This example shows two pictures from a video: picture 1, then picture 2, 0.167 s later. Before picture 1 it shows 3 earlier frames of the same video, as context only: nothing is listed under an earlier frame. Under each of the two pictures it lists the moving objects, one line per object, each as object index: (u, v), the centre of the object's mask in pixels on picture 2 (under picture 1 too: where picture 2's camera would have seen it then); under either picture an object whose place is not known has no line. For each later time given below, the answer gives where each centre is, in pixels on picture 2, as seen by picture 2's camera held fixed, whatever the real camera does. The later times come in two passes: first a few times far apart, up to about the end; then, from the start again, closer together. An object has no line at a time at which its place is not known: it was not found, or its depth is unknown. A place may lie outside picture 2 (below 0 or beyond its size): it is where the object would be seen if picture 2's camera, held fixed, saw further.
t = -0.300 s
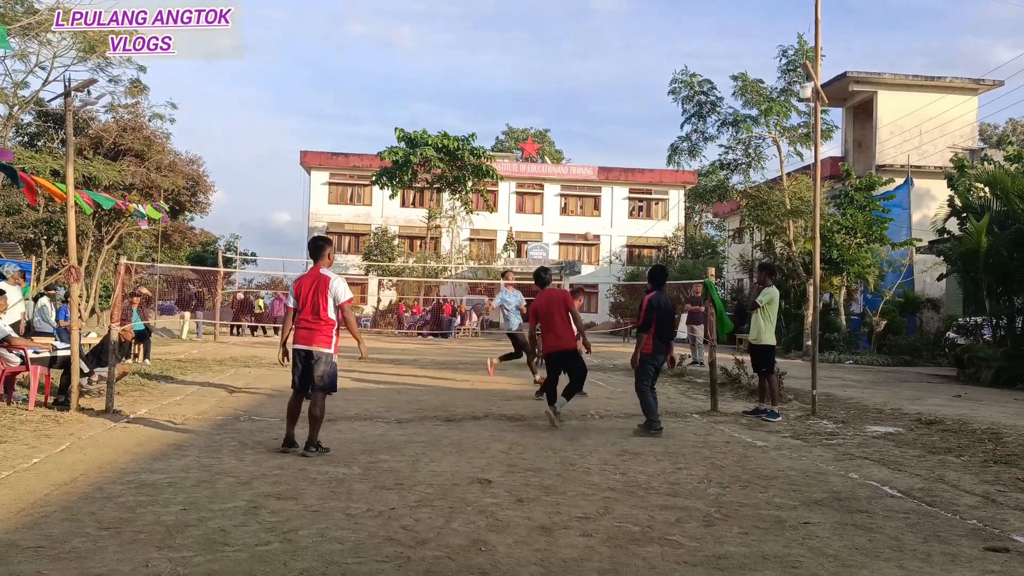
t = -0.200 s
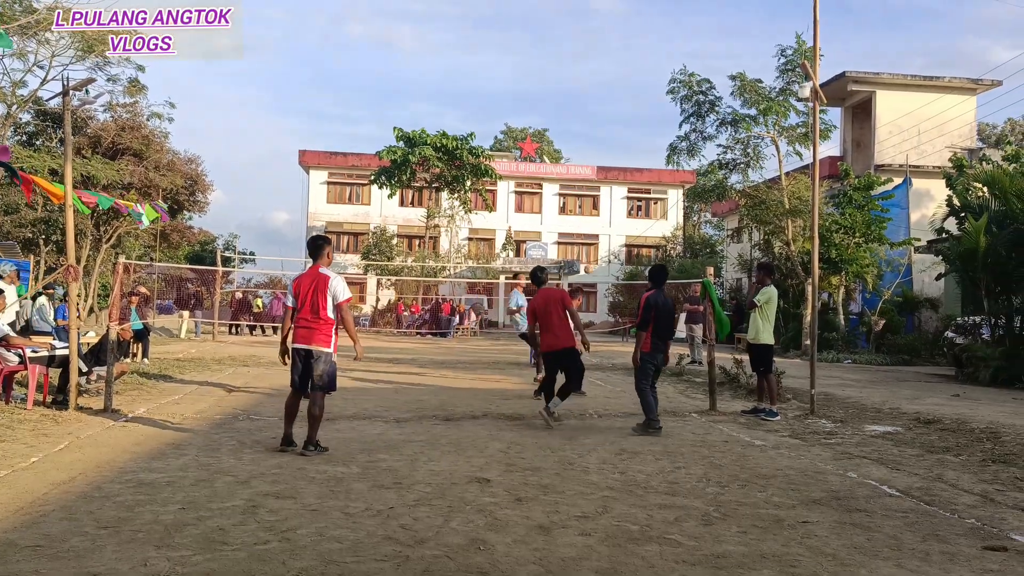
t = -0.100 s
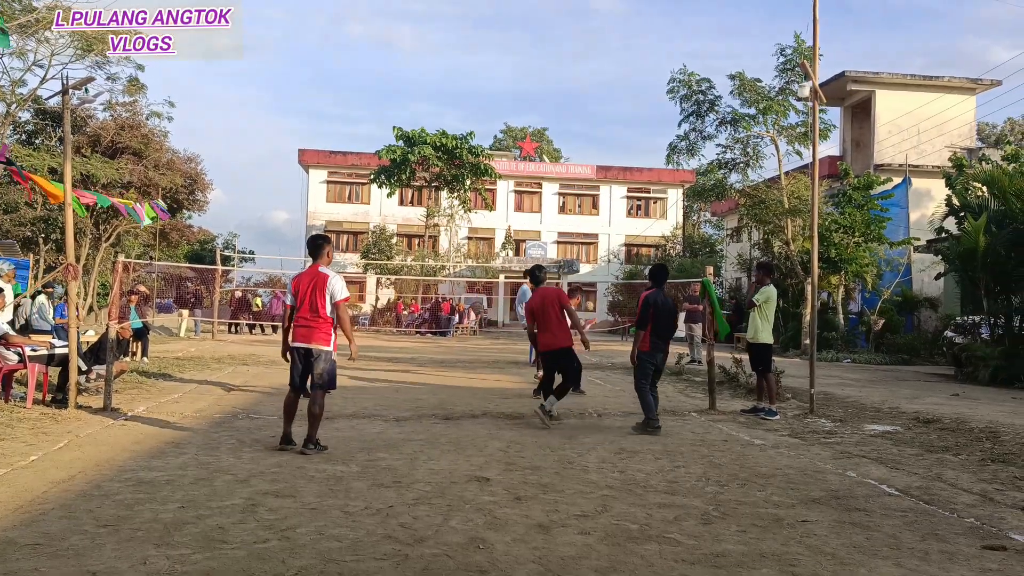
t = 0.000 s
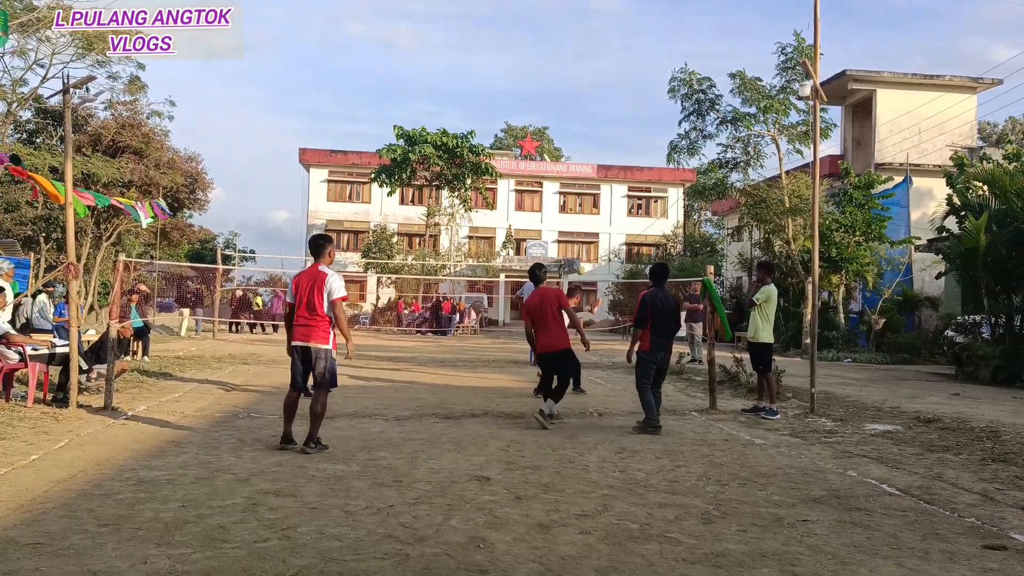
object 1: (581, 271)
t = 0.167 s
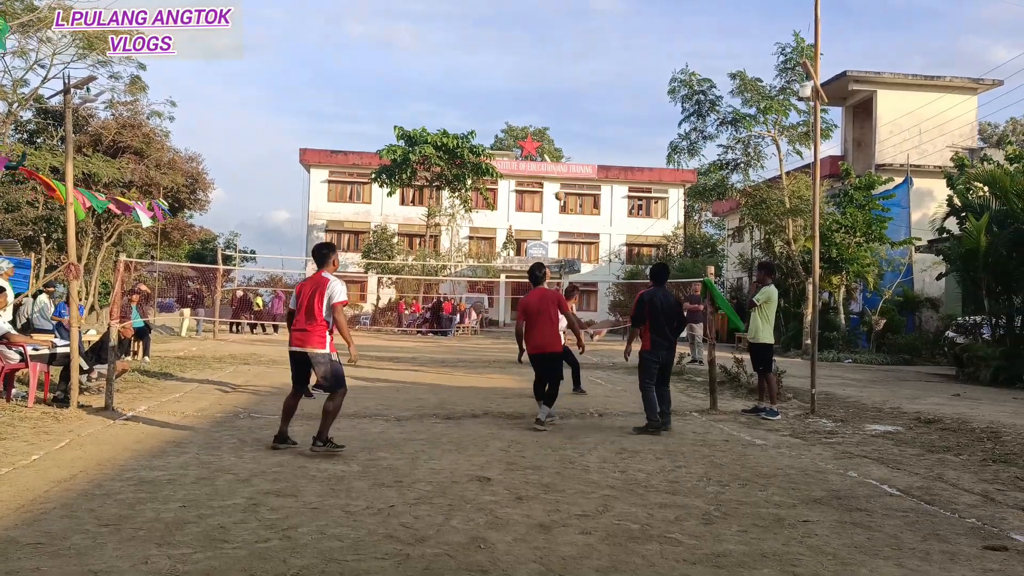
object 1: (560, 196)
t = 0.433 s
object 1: (517, 100)
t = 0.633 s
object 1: (476, 56)
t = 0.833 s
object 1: (425, 47)
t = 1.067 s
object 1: (346, 105)
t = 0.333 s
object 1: (536, 131)
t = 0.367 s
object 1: (529, 121)
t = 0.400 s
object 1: (523, 110)
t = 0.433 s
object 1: (517, 100)
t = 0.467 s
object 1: (511, 90)
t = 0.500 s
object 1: (505, 82)
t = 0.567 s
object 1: (491, 67)
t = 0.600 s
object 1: (484, 61)
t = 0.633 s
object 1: (476, 56)
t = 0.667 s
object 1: (468, 51)
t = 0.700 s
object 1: (460, 48)
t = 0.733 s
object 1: (452, 46)
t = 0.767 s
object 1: (443, 45)
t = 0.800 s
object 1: (434, 45)
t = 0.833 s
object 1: (425, 47)
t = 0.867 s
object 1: (415, 50)
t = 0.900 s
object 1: (405, 55)
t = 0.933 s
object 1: (394, 61)
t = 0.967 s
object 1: (382, 69)
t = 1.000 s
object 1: (371, 79)
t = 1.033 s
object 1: (359, 91)
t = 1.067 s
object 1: (346, 105)
